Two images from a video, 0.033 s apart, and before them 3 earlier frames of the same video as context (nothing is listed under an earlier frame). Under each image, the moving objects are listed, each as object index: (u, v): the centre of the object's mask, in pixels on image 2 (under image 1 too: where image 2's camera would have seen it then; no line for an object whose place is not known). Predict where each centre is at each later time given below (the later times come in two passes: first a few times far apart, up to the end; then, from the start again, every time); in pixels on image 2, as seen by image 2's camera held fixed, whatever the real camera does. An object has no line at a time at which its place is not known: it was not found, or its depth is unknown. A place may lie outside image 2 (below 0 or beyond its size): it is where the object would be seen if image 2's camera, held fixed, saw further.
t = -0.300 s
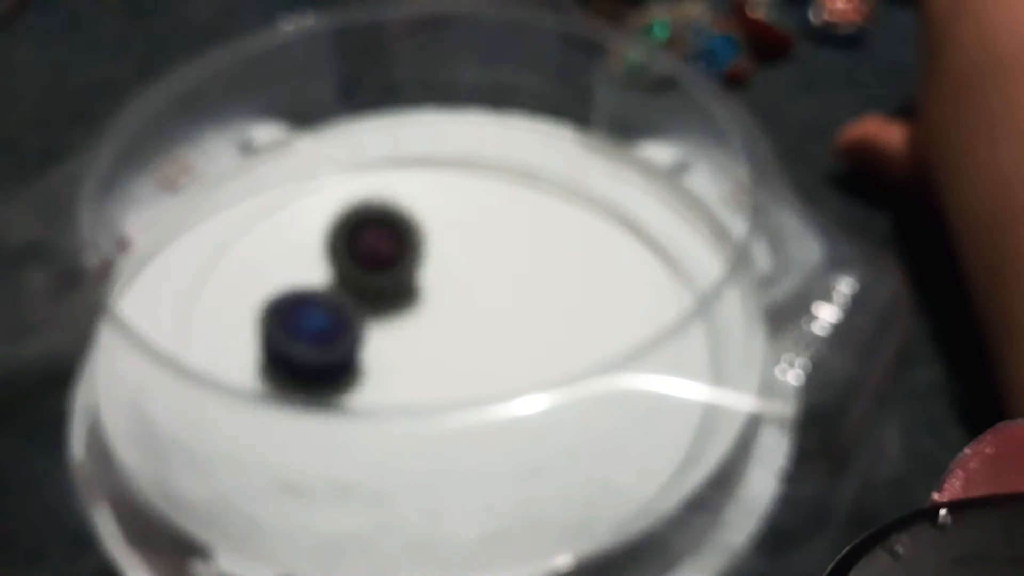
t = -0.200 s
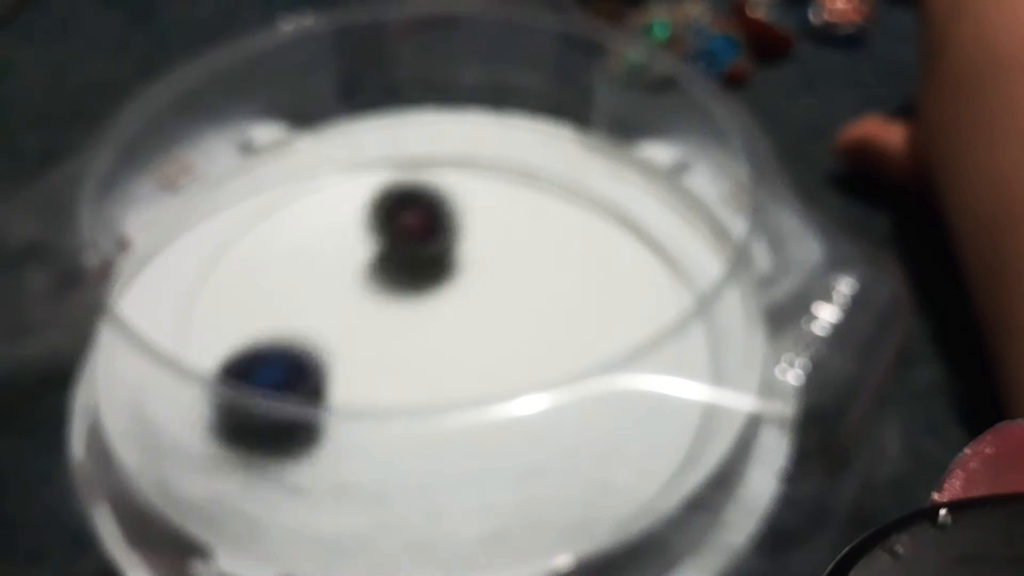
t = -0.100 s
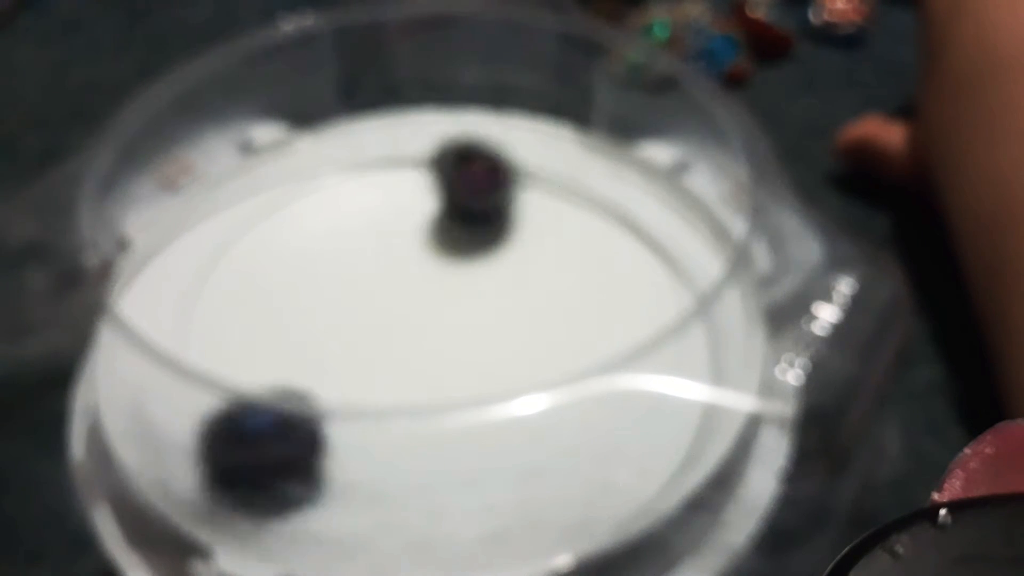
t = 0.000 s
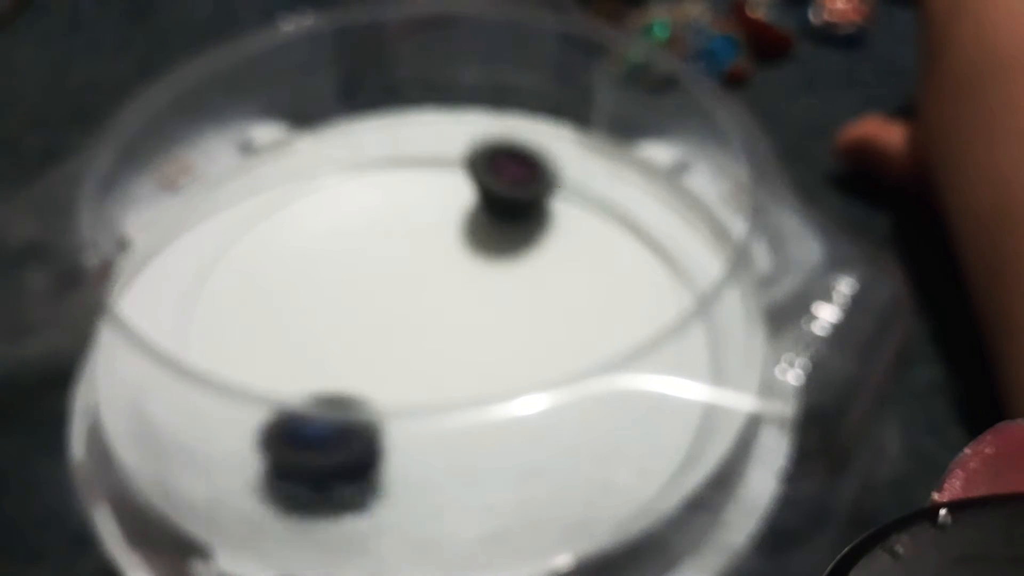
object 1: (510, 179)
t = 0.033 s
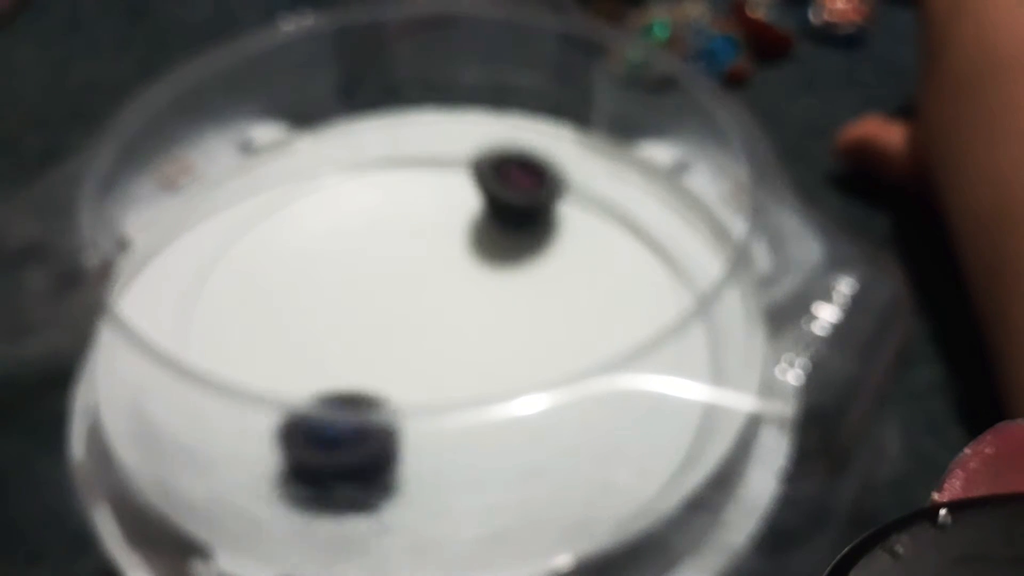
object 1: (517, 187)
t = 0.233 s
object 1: (528, 271)
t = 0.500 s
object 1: (531, 294)
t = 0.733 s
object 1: (477, 286)
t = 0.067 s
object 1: (523, 199)
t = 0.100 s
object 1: (527, 212)
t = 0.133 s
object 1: (530, 226)
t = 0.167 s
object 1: (530, 242)
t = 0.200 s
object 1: (530, 256)
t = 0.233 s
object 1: (528, 271)
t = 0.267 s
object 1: (523, 284)
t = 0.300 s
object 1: (518, 296)
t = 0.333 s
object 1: (513, 308)
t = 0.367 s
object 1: (508, 316)
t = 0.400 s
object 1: (513, 314)
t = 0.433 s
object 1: (524, 303)
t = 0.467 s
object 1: (529, 298)
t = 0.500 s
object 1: (531, 294)
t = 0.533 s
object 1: (530, 290)
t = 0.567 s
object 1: (525, 286)
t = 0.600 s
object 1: (516, 285)
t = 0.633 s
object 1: (507, 285)
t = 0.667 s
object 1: (497, 286)
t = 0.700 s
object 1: (487, 286)
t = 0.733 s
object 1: (477, 286)
